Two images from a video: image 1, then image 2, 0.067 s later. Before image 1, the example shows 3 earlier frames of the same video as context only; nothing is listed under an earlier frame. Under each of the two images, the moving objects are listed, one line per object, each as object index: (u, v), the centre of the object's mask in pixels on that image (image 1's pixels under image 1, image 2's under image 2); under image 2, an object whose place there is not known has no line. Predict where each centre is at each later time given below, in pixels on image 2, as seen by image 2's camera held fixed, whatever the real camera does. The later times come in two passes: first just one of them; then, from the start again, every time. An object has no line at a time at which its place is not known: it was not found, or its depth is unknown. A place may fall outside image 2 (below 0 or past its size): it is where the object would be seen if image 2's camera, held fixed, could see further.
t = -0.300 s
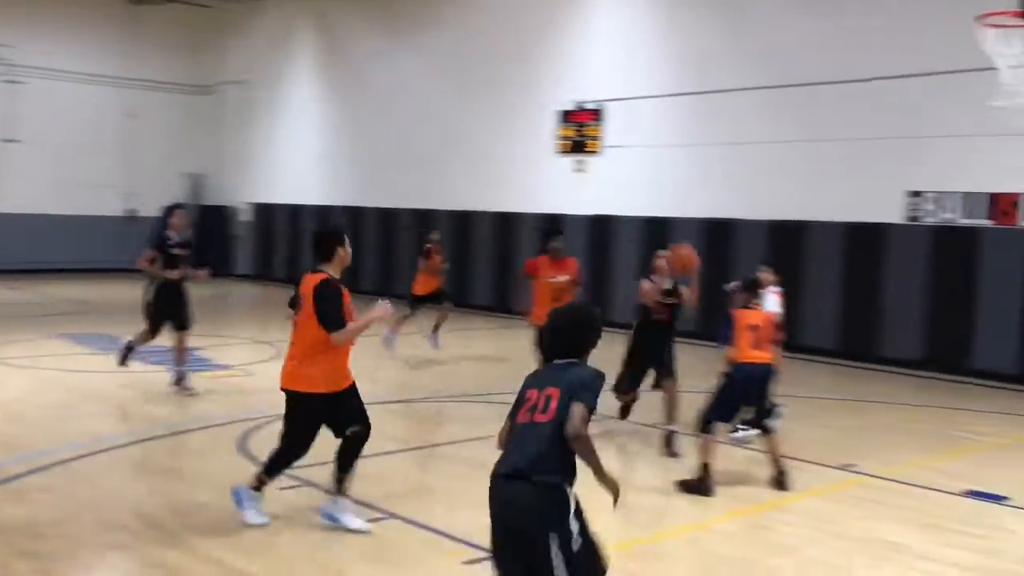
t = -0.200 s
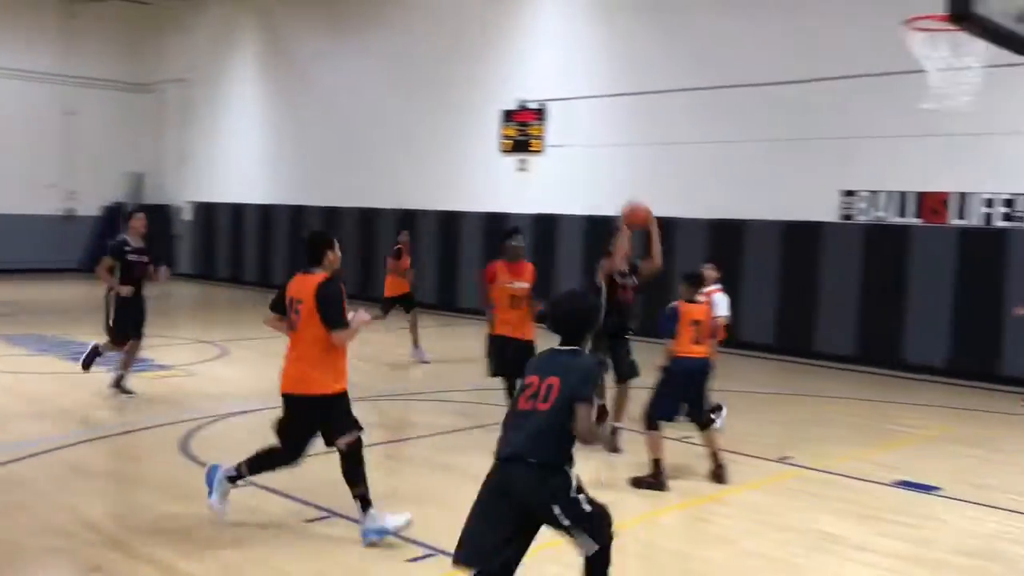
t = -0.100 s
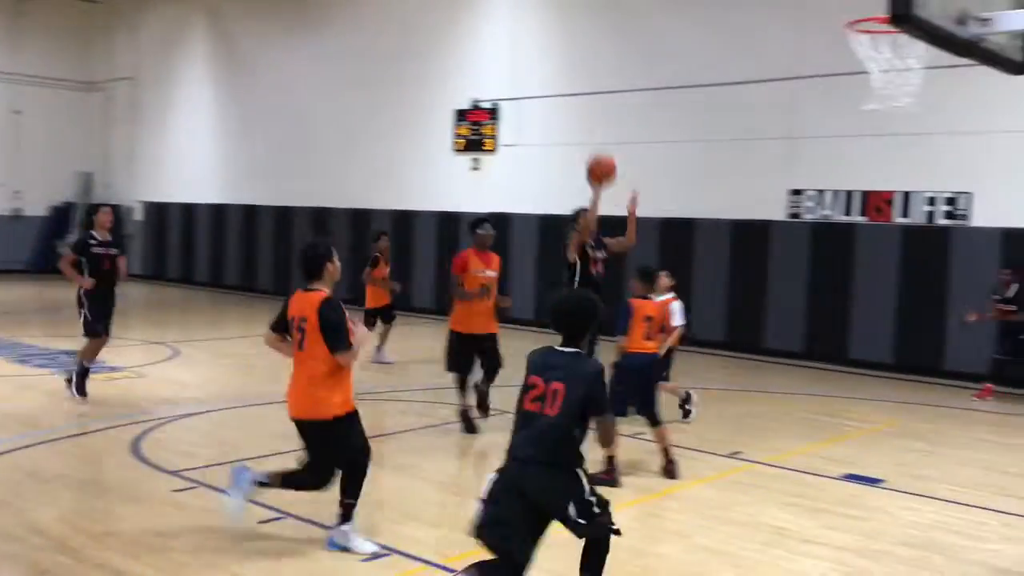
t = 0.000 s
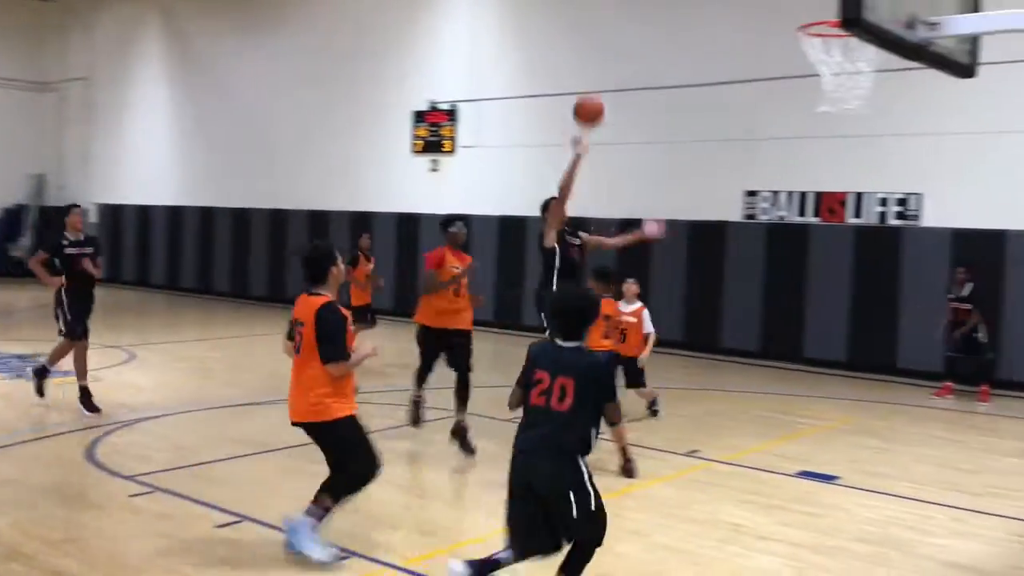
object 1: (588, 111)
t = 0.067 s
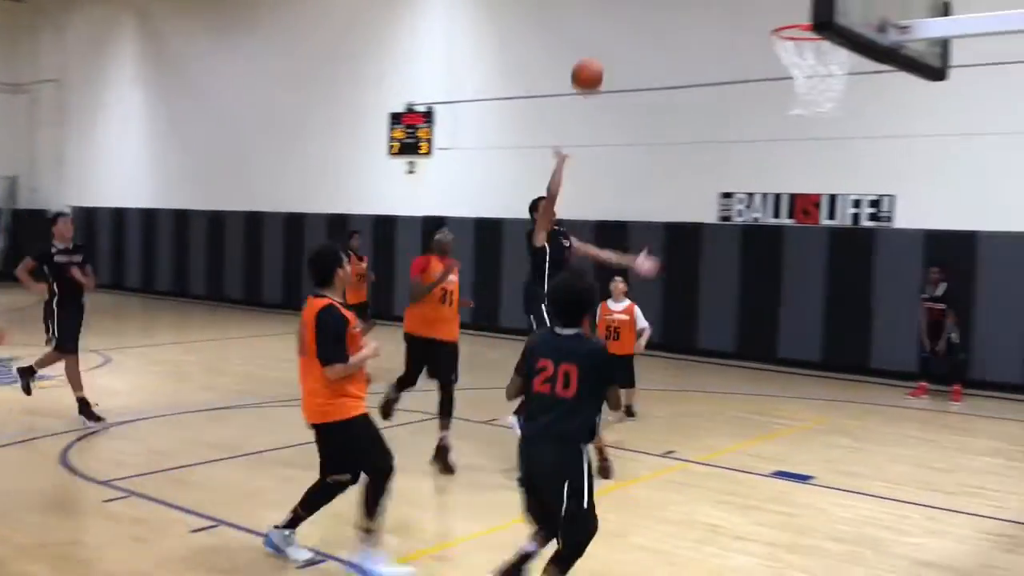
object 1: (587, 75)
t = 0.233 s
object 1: (651, 1)
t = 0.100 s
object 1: (599, 59)
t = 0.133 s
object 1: (611, 43)
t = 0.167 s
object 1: (624, 28)
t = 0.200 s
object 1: (637, 14)
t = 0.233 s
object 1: (651, 1)
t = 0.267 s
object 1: (664, -8)
